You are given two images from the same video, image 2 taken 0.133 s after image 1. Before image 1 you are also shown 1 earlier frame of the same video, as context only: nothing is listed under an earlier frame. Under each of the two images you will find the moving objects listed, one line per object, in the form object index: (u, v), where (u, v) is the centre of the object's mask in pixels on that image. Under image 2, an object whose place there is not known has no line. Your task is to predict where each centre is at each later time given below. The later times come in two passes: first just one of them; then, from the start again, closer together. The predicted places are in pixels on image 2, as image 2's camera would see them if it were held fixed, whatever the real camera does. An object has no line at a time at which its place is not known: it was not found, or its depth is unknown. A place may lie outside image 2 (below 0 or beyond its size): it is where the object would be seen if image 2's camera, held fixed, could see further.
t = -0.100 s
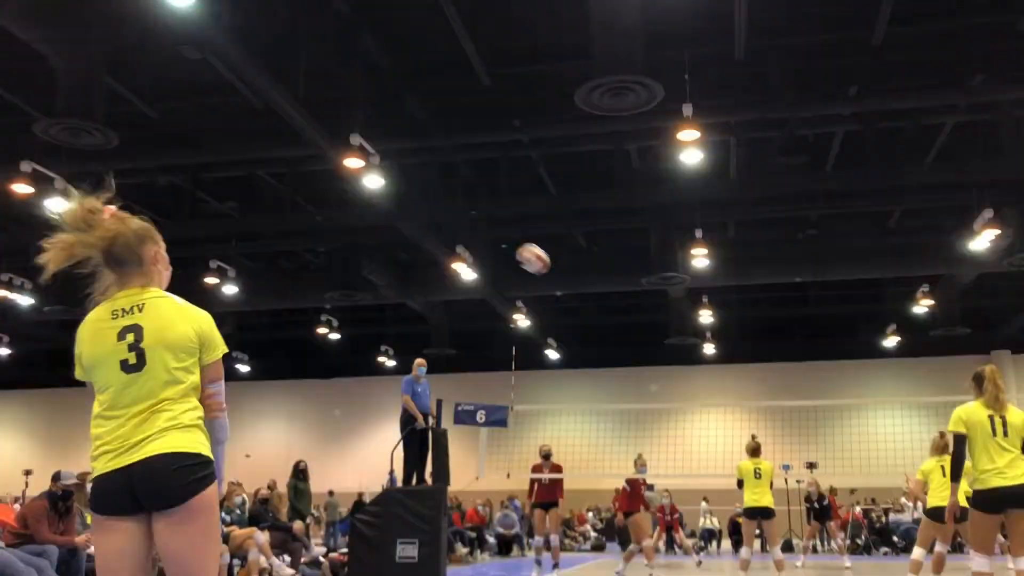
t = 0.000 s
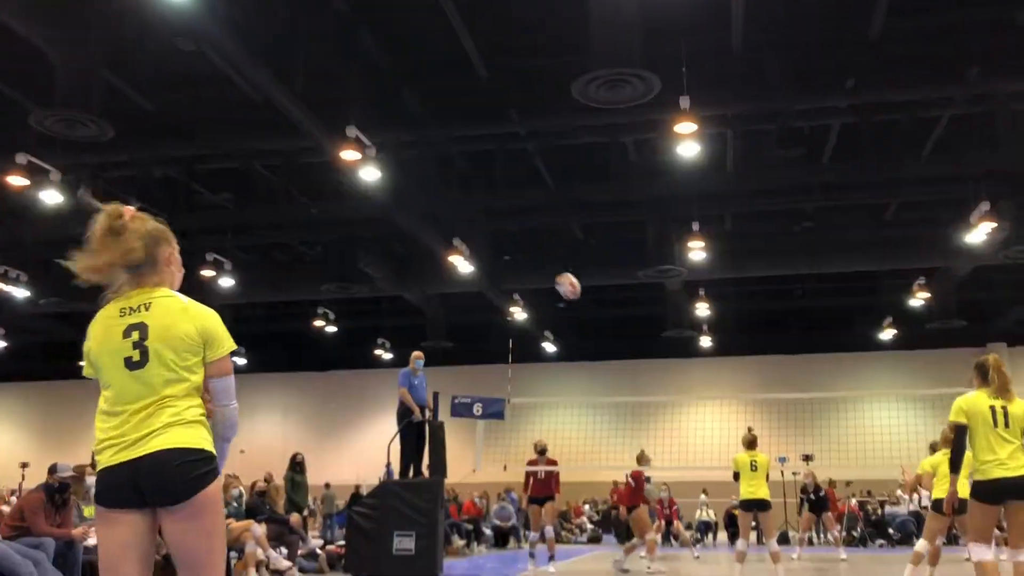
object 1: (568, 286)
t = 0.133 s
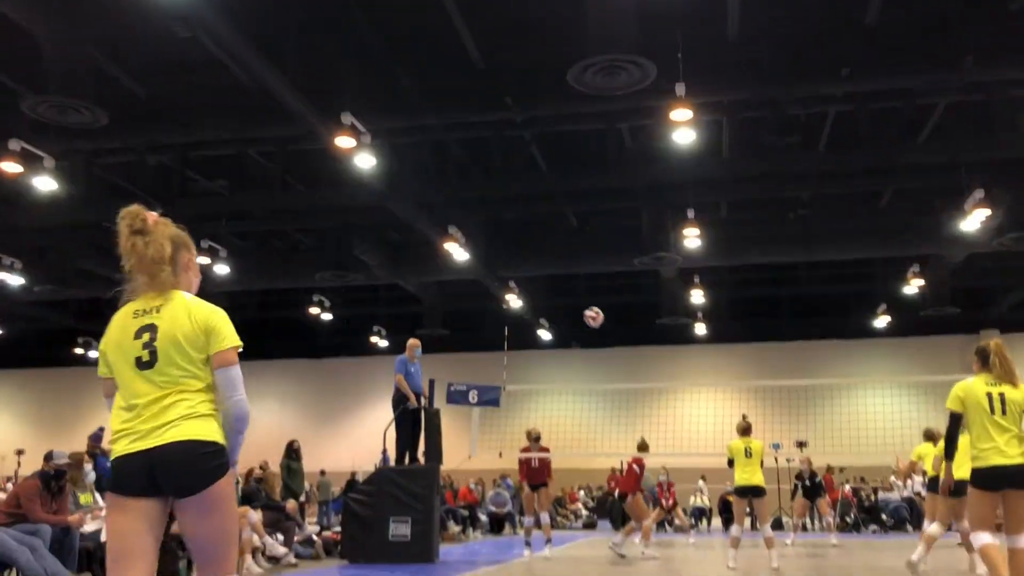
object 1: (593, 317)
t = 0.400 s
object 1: (630, 403)
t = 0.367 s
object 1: (626, 394)
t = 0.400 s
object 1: (630, 403)
